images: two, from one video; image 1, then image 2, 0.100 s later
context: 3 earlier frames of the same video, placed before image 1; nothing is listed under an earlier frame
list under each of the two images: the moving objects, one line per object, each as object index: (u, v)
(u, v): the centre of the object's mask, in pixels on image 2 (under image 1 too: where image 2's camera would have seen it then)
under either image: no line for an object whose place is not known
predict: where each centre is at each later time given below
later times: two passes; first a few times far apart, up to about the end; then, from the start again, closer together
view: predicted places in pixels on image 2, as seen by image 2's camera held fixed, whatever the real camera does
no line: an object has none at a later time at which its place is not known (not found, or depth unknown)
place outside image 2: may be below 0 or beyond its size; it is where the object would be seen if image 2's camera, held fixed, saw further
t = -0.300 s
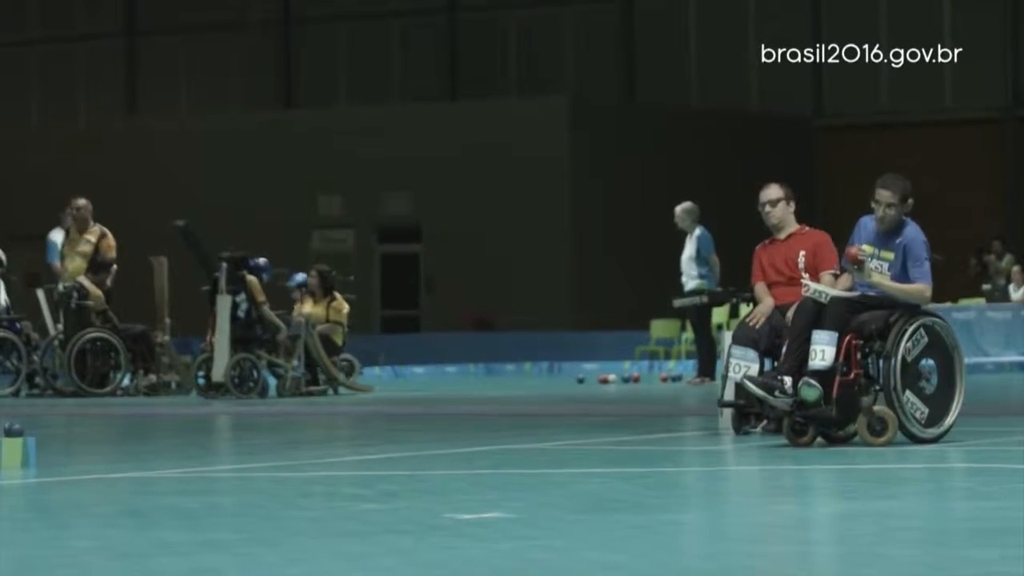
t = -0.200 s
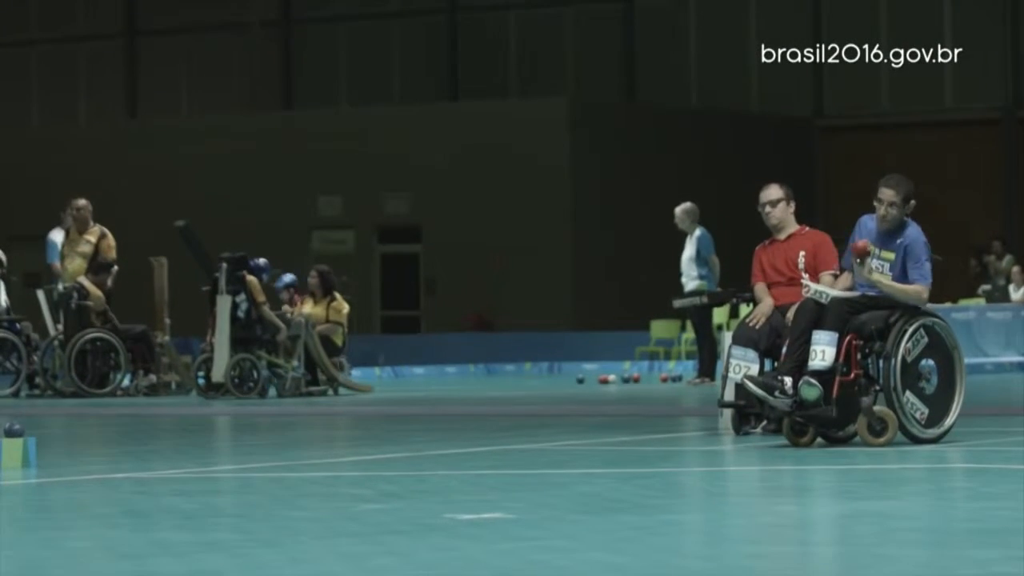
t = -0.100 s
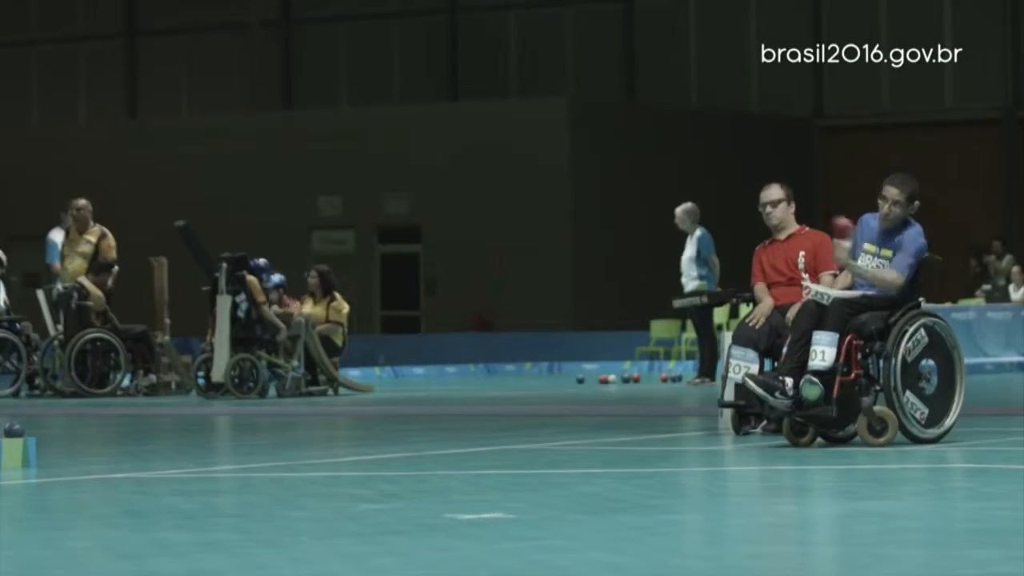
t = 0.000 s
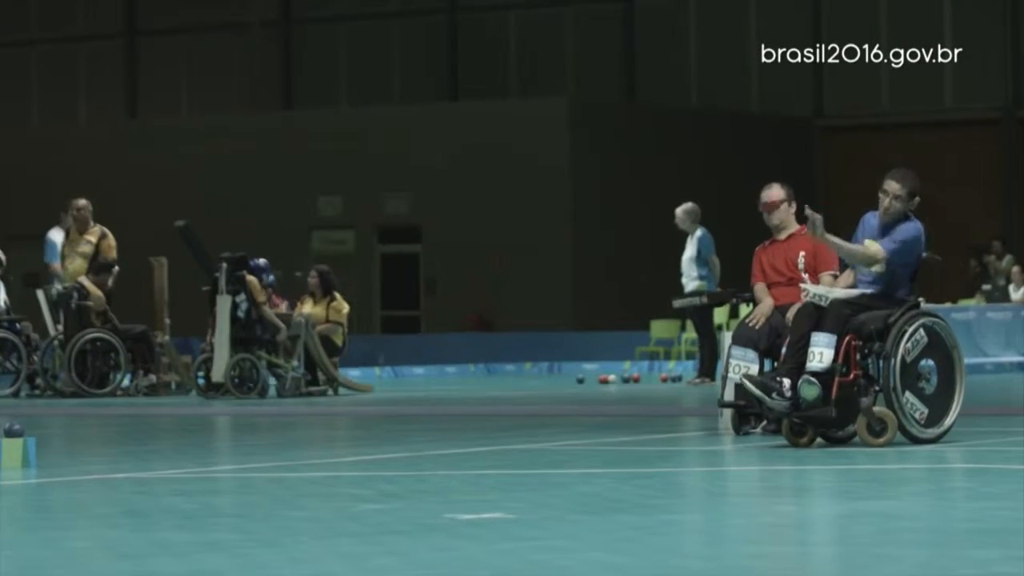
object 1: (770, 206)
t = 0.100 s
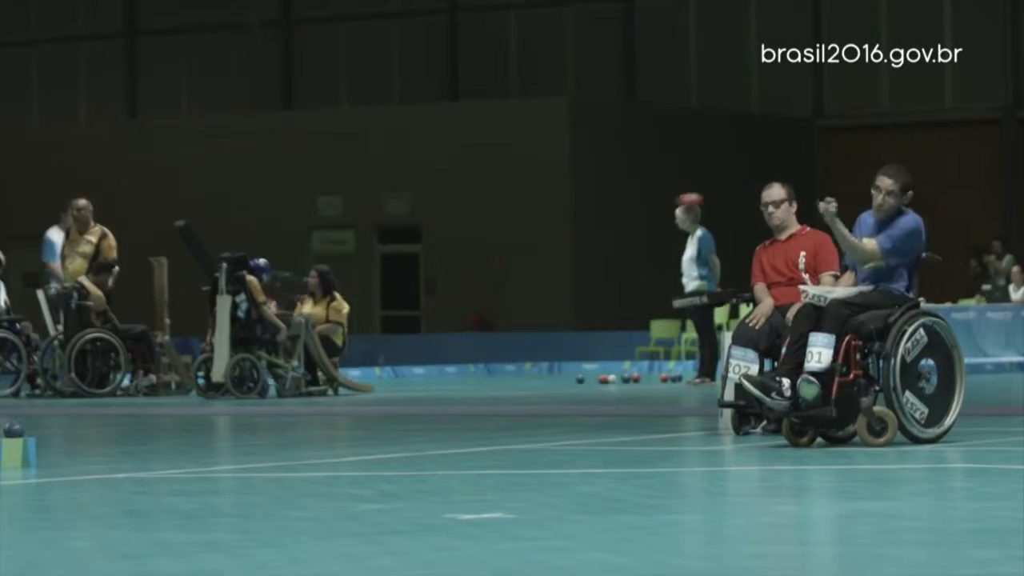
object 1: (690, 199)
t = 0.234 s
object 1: (577, 238)
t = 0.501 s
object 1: (333, 454)
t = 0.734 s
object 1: (221, 466)
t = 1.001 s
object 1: (120, 478)
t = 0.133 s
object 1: (662, 207)
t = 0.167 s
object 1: (634, 215)
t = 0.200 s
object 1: (606, 224)
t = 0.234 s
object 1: (577, 238)
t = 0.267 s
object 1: (549, 254)
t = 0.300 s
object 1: (519, 273)
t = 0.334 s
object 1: (489, 295)
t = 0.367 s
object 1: (459, 320)
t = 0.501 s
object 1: (333, 454)
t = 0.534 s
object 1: (308, 469)
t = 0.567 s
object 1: (294, 461)
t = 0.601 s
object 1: (279, 456)
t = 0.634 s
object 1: (265, 454)
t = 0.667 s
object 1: (251, 455)
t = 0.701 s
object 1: (236, 459)
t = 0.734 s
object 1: (221, 466)
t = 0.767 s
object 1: (206, 475)
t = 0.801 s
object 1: (193, 475)
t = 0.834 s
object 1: (181, 473)
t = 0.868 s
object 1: (167, 474)
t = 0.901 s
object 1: (155, 477)
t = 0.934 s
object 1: (143, 478)
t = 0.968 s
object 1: (131, 478)
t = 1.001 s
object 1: (120, 478)
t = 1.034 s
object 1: (108, 479)
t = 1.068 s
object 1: (97, 480)
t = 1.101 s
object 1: (86, 480)
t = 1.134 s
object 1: (76, 481)
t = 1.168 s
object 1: (65, 482)
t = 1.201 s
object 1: (55, 483)
